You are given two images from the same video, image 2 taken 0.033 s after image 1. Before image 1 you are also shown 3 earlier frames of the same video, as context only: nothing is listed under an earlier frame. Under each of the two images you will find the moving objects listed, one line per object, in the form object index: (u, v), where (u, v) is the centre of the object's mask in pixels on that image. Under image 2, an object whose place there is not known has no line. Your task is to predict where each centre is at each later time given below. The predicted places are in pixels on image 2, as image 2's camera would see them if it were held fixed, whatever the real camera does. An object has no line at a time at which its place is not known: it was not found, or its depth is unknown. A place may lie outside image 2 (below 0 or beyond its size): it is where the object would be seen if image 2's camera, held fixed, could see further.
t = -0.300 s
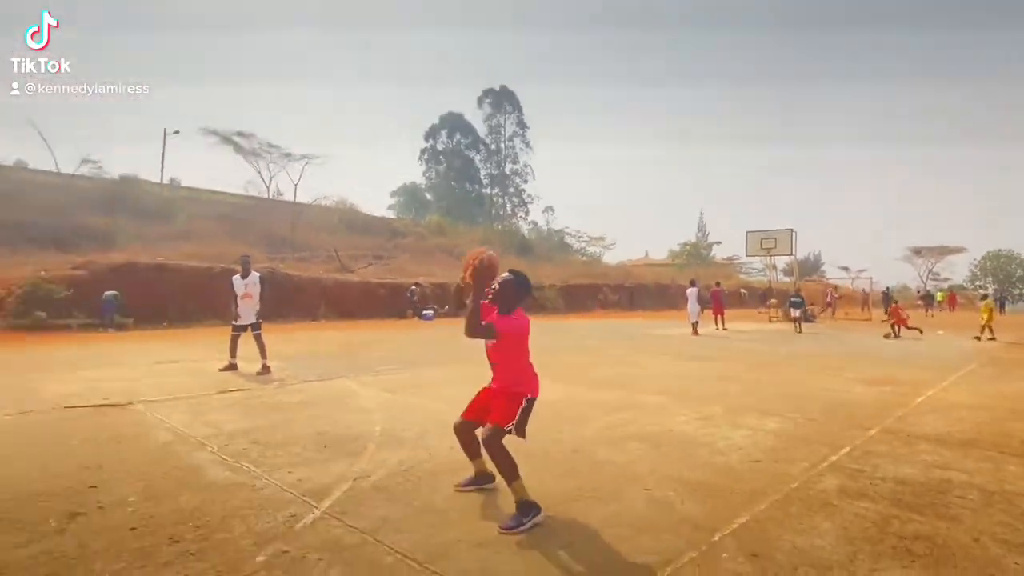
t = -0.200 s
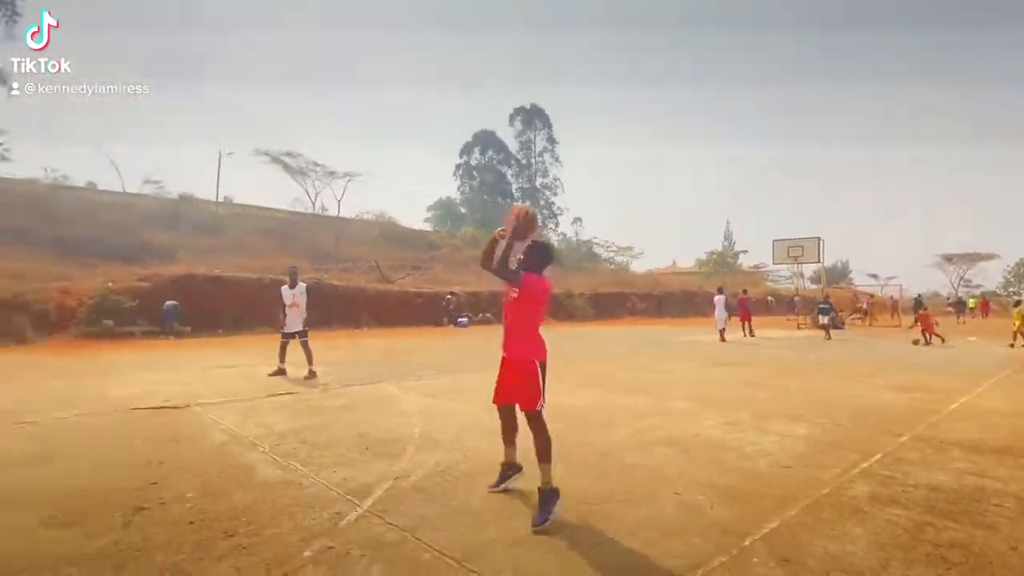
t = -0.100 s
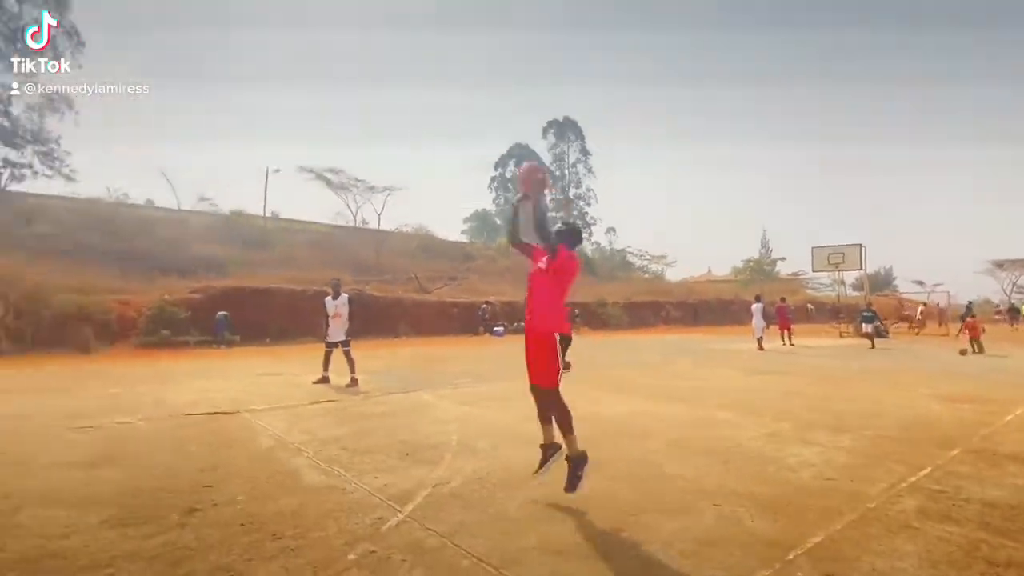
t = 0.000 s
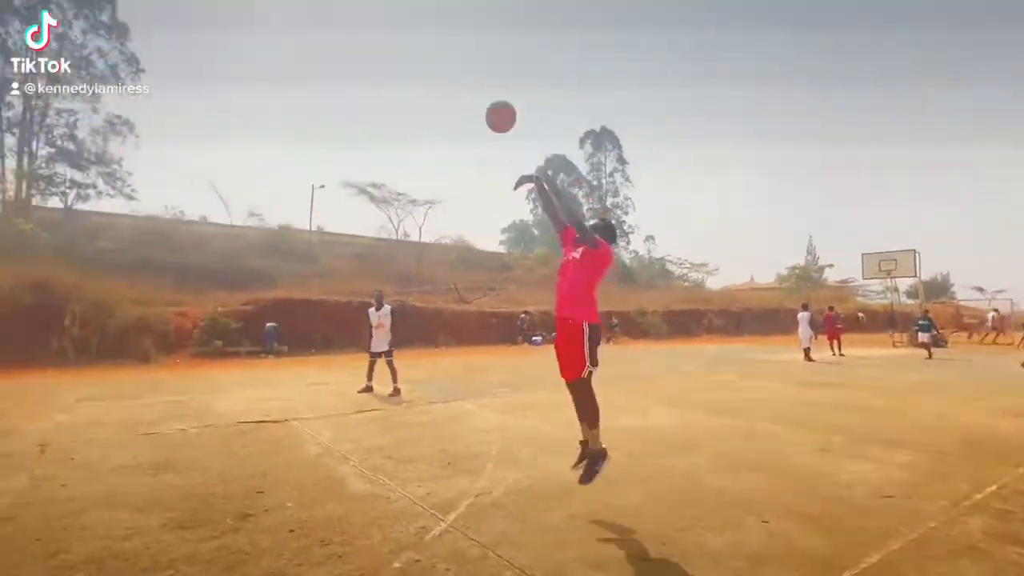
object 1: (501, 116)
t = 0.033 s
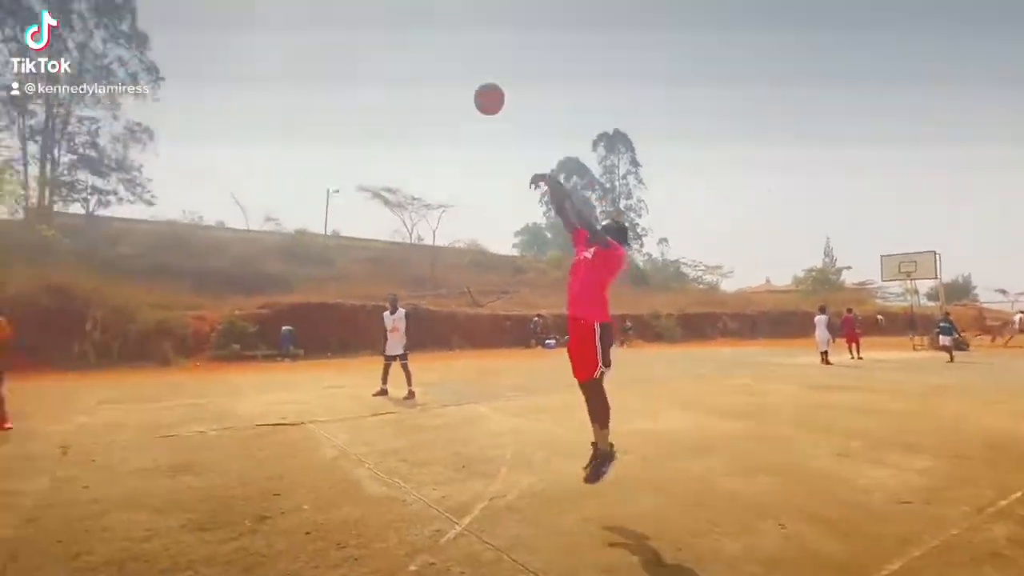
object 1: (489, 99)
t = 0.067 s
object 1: (462, 81)
